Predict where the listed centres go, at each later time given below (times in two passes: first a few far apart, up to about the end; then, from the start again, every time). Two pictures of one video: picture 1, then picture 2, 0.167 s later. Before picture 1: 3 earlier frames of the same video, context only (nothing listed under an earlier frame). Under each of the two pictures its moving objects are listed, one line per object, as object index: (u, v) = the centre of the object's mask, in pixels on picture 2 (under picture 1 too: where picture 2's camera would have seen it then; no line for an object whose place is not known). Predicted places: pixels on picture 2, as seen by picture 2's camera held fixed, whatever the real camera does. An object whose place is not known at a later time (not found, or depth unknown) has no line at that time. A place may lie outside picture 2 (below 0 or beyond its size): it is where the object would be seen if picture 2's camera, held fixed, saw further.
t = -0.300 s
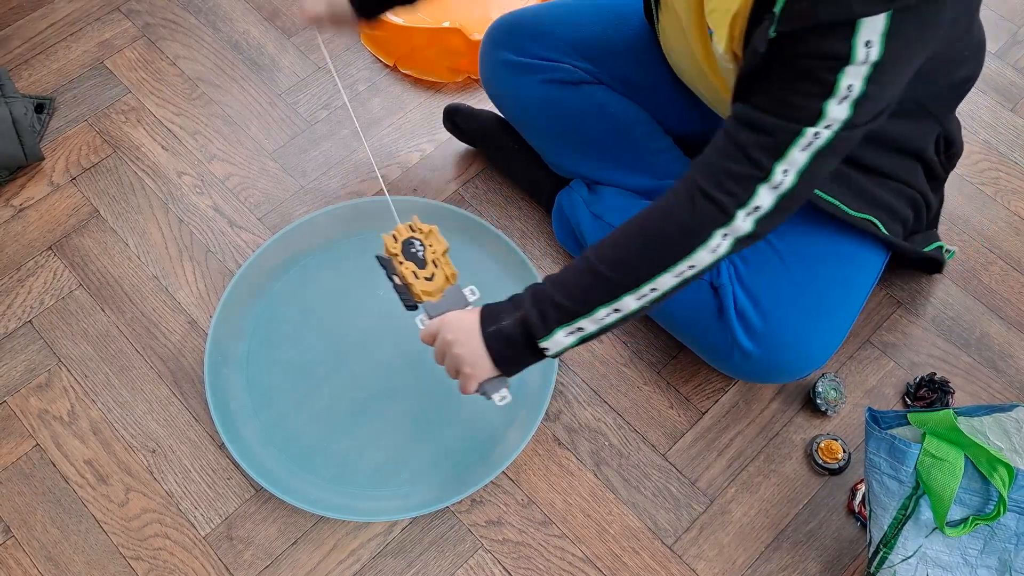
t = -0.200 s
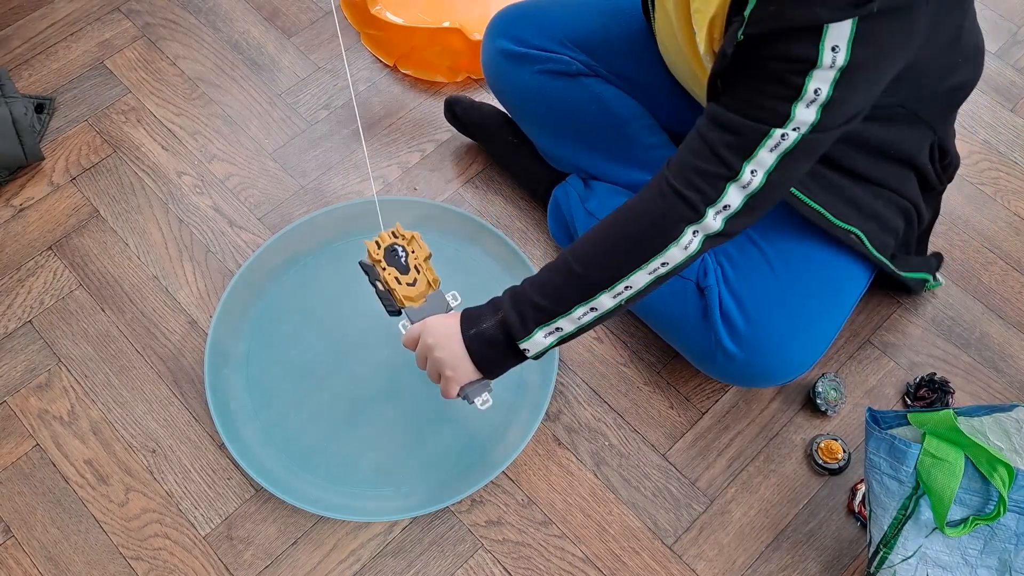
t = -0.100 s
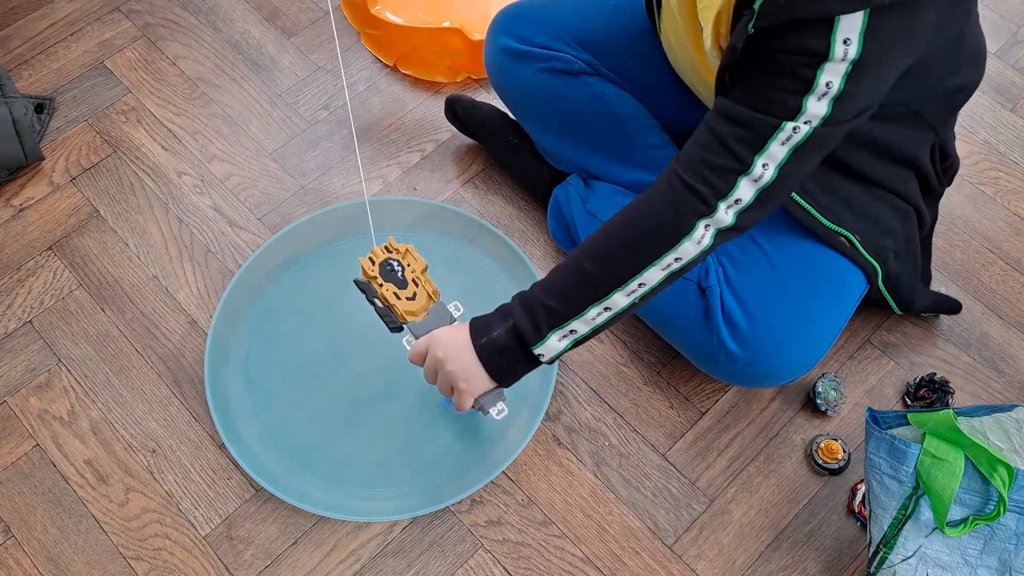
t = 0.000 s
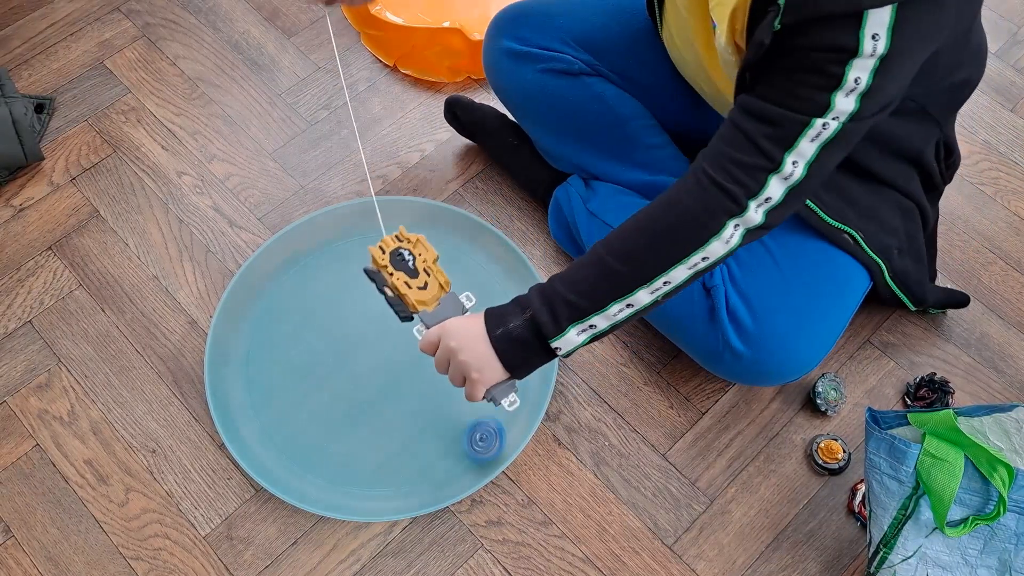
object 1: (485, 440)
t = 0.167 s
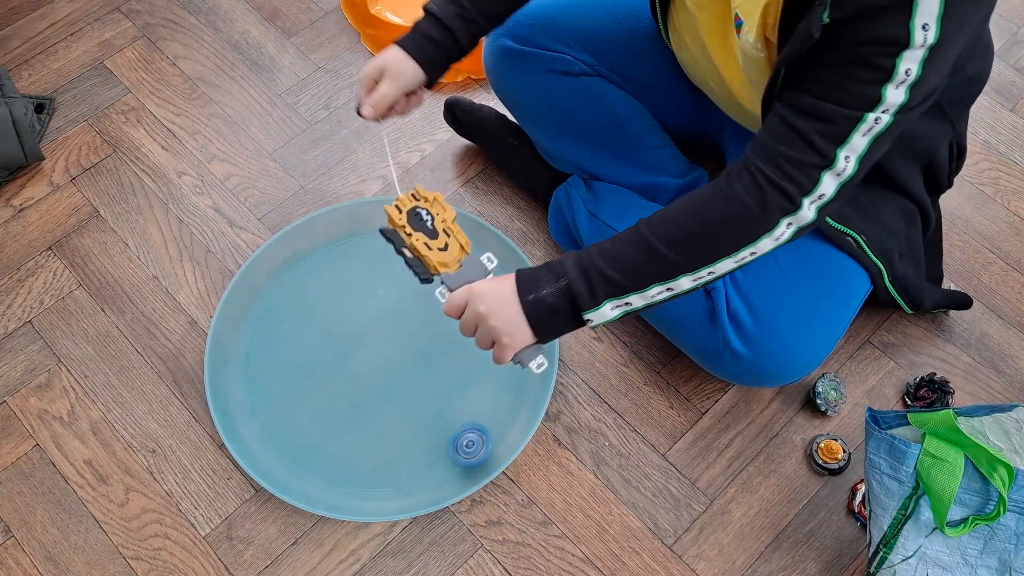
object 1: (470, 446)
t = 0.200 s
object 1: (466, 446)
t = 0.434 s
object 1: (438, 470)
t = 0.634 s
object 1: (410, 486)
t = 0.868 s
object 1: (372, 486)
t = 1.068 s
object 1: (332, 475)
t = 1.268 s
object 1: (293, 457)
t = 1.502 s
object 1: (260, 423)
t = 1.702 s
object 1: (247, 390)
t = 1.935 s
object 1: (243, 347)
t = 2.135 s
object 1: (253, 311)
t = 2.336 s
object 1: (272, 281)
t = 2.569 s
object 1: (305, 251)
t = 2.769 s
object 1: (337, 234)
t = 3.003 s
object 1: (381, 225)
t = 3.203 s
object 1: (418, 227)
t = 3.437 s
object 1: (456, 240)
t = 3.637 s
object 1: (484, 258)
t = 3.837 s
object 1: (506, 284)
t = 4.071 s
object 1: (521, 322)
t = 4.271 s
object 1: (523, 356)
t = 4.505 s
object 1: (513, 396)
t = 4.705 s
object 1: (493, 429)
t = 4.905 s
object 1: (463, 455)
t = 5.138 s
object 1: (426, 476)
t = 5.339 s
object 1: (390, 483)
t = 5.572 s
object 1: (349, 482)
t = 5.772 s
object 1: (313, 471)
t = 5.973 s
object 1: (286, 454)
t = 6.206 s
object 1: (263, 429)
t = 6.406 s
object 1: (250, 406)
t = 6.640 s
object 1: (241, 377)
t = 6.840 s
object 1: (240, 354)
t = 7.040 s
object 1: (242, 334)
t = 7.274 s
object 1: (248, 316)
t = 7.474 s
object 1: (253, 304)
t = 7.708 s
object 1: (258, 300)
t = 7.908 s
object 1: (268, 311)
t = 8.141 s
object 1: (280, 321)
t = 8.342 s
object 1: (288, 328)
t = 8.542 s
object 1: (292, 335)
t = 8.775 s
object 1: (285, 343)
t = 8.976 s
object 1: (272, 352)
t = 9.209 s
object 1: (254, 366)
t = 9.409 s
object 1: (245, 377)
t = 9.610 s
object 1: (245, 377)
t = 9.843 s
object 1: (244, 374)
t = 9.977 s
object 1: (244, 370)
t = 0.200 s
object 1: (466, 446)
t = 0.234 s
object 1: (462, 448)
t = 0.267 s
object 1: (458, 451)
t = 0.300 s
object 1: (454, 455)
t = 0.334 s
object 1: (450, 459)
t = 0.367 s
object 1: (446, 462)
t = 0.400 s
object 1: (442, 464)
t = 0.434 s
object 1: (438, 470)
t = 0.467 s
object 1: (432, 474)
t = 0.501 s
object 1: (427, 477)
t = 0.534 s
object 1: (421, 482)
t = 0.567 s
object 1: (416, 485)
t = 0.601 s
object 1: (412, 486)
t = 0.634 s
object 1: (410, 486)
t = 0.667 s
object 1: (408, 486)
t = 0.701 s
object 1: (404, 486)
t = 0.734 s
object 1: (400, 486)
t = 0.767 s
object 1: (394, 486)
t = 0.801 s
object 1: (387, 486)
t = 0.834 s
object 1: (380, 486)
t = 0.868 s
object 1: (372, 486)
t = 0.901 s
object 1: (366, 485)
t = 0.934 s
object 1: (358, 484)
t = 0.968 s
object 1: (352, 483)
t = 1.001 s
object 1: (345, 480)
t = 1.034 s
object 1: (340, 477)
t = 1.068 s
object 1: (332, 475)
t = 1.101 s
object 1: (325, 473)
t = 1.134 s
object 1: (318, 470)
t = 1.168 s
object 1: (311, 466)
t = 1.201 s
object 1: (304, 464)
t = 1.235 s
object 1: (299, 460)
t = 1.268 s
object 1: (293, 457)
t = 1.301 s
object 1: (286, 453)
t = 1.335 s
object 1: (282, 448)
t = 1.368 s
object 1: (277, 444)
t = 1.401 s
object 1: (272, 439)
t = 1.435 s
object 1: (269, 433)
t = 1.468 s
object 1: (264, 428)
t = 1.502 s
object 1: (260, 423)
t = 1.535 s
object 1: (257, 417)
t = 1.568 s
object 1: (254, 412)
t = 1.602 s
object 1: (252, 406)
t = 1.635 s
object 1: (249, 400)
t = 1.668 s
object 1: (248, 395)
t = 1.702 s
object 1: (247, 390)
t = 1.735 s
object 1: (245, 385)
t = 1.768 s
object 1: (244, 377)
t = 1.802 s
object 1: (243, 371)
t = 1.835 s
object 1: (242, 365)
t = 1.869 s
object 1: (242, 359)
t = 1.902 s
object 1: (243, 354)
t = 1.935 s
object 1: (243, 347)
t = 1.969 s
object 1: (244, 342)
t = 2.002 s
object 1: (245, 335)
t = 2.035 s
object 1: (246, 329)
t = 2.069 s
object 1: (249, 323)
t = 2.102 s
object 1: (251, 316)
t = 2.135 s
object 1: (253, 311)
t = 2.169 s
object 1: (256, 306)
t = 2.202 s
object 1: (259, 301)
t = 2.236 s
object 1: (261, 296)
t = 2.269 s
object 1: (265, 291)
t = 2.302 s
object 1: (268, 286)
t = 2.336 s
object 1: (272, 281)
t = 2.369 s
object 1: (277, 276)
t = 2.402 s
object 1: (281, 271)
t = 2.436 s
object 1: (285, 266)
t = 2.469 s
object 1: (290, 262)
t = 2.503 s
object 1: (294, 258)
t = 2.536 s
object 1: (300, 255)
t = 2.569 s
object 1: (305, 251)
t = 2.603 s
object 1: (310, 248)
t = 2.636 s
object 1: (315, 245)
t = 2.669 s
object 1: (321, 242)
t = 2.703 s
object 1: (326, 239)
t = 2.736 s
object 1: (332, 237)
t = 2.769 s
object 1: (337, 234)
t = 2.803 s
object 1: (343, 233)
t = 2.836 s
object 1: (349, 231)
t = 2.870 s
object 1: (356, 229)
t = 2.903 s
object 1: (362, 227)
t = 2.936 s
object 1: (368, 226)
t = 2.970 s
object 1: (375, 226)
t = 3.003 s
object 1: (381, 225)
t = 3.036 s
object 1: (388, 224)
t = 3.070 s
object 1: (394, 225)
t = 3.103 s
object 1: (400, 225)
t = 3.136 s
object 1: (406, 226)
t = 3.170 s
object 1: (412, 226)
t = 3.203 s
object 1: (418, 227)
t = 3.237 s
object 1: (424, 229)
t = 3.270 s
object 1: (430, 230)
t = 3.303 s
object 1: (436, 231)
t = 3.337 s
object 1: (441, 234)
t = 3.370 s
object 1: (446, 236)
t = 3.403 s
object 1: (451, 237)
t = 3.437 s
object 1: (456, 240)
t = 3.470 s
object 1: (462, 243)
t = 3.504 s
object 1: (466, 246)
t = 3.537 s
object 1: (472, 249)
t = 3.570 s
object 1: (475, 251)
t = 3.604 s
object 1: (479, 255)
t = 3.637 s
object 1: (484, 258)
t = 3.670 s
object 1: (487, 262)
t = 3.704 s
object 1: (490, 265)
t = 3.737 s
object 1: (495, 270)
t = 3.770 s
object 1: (499, 274)
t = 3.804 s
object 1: (502, 279)
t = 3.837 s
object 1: (506, 284)
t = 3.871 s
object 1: (509, 289)
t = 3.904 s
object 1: (512, 294)
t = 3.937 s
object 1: (514, 300)
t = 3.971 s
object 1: (516, 305)
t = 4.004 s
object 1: (518, 310)
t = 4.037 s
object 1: (520, 316)
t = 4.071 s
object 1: (521, 322)
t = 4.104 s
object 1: (522, 328)
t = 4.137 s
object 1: (523, 333)
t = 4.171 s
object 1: (524, 339)
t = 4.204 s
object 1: (524, 344)
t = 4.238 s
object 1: (524, 350)
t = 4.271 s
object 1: (523, 356)
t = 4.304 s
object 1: (522, 362)
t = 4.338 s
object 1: (522, 368)
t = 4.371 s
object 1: (520, 373)
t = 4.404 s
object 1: (519, 379)
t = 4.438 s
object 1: (517, 385)
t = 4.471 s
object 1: (515, 391)
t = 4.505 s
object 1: (513, 396)
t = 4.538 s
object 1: (510, 402)
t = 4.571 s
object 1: (507, 408)
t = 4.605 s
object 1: (504, 412)
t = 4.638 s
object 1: (500, 418)
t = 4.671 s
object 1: (497, 423)
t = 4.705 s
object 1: (493, 429)
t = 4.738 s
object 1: (488, 434)
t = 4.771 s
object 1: (484, 438)
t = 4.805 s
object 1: (479, 443)
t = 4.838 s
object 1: (474, 447)
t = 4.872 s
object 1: (469, 452)
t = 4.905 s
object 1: (463, 455)
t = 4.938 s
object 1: (458, 458)
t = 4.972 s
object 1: (453, 462)
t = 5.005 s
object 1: (447, 464)
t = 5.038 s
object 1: (443, 468)
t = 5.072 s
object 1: (437, 471)
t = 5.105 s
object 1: (431, 473)
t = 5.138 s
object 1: (426, 476)
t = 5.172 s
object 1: (420, 476)
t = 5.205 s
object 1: (414, 478)
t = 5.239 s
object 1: (409, 480)
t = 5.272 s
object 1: (403, 481)
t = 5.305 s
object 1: (396, 482)
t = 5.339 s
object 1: (390, 483)
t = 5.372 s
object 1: (384, 483)
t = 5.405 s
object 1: (378, 484)
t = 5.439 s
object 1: (372, 484)
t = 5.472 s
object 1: (367, 483)
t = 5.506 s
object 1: (360, 484)
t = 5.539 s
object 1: (353, 483)
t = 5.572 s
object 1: (349, 482)
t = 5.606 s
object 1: (342, 480)
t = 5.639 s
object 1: (336, 480)
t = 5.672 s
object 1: (330, 477)
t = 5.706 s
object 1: (324, 475)
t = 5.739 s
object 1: (319, 473)
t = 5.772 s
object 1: (313, 471)
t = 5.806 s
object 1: (308, 468)
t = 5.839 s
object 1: (303, 466)
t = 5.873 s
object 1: (298, 463)
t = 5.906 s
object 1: (293, 460)
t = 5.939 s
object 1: (288, 456)
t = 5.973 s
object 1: (286, 454)
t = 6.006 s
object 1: (282, 452)
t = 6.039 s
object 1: (278, 448)
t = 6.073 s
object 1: (275, 444)
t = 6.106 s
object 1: (272, 441)
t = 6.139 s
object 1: (267, 437)
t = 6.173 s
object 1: (264, 432)
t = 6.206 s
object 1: (263, 429)
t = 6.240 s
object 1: (260, 426)
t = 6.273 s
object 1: (257, 422)
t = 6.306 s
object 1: (255, 418)
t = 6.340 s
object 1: (252, 414)
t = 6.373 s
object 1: (250, 410)
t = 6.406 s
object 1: (250, 406)
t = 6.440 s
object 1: (248, 403)
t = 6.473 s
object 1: (245, 398)
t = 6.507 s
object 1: (245, 395)
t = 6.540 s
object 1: (244, 390)
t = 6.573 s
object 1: (242, 386)
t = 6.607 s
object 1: (241, 381)
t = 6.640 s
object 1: (241, 377)
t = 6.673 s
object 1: (240, 373)
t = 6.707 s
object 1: (240, 368)
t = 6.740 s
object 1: (240, 365)
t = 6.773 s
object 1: (240, 361)
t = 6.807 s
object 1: (239, 357)
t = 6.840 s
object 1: (240, 354)
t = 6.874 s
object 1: (241, 352)
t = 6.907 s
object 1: (240, 348)
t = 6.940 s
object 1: (241, 344)
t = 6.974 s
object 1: (242, 342)
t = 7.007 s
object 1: (242, 339)
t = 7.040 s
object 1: (242, 334)
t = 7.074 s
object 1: (244, 332)
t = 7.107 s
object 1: (244, 329)
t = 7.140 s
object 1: (245, 326)
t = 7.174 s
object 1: (245, 323)
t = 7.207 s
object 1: (247, 321)
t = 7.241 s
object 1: (247, 319)
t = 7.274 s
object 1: (248, 316)
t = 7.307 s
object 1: (250, 314)
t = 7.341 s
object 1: (250, 313)
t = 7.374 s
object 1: (251, 311)
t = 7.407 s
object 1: (252, 308)
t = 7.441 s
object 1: (252, 306)
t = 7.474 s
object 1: (253, 304)
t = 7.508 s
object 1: (254, 303)
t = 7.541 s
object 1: (254, 303)
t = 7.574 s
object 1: (255, 301)
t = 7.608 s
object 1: (256, 298)
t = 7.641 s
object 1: (257, 299)
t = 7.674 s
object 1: (257, 300)
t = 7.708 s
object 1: (258, 300)
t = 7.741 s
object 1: (261, 302)
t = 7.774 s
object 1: (263, 304)
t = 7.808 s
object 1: (264, 305)
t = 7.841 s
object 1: (265, 307)
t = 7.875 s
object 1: (266, 309)
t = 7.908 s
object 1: (268, 311)
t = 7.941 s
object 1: (269, 313)
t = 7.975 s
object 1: (271, 315)
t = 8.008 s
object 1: (272, 317)
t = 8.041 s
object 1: (274, 318)
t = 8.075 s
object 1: (276, 319)
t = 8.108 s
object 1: (279, 321)
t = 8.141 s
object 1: (280, 321)
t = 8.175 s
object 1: (281, 323)
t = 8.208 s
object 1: (282, 323)
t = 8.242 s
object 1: (285, 325)
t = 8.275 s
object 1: (287, 327)
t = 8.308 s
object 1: (287, 327)
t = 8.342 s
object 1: (288, 328)
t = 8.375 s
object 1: (289, 329)
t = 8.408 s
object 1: (290, 330)
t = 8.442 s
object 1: (290, 332)
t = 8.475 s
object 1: (291, 333)
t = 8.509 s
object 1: (291, 334)
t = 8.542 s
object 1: (292, 335)
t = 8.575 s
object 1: (291, 335)
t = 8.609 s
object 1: (292, 337)
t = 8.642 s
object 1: (290, 339)
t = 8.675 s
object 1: (289, 340)
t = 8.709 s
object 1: (288, 342)
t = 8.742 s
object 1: (286, 342)
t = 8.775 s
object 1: (285, 343)
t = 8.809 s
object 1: (283, 345)
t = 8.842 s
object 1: (281, 347)
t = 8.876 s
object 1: (279, 348)
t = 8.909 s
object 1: (278, 349)
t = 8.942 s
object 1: (275, 351)
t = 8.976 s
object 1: (272, 352)
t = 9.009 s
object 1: (270, 354)
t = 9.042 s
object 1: (267, 355)
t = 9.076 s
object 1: (265, 357)
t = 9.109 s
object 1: (262, 359)
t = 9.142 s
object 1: (259, 361)
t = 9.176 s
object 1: (256, 364)
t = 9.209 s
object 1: (254, 366)
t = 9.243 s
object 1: (252, 368)
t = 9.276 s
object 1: (250, 371)
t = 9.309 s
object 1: (248, 373)
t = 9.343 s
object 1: (245, 375)
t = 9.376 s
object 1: (244, 376)
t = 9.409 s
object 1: (245, 377)
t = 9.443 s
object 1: (244, 378)
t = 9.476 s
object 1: (245, 378)
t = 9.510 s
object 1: (244, 378)
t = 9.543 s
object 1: (245, 377)
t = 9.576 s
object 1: (244, 378)
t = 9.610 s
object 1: (245, 377)
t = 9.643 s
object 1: (244, 377)
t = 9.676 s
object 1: (245, 376)
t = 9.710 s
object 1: (244, 376)
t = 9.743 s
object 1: (245, 375)
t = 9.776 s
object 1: (244, 375)
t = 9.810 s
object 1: (244, 374)
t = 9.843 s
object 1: (244, 374)
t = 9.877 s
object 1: (244, 373)
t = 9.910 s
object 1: (244, 372)
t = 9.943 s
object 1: (244, 372)
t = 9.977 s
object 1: (244, 370)
